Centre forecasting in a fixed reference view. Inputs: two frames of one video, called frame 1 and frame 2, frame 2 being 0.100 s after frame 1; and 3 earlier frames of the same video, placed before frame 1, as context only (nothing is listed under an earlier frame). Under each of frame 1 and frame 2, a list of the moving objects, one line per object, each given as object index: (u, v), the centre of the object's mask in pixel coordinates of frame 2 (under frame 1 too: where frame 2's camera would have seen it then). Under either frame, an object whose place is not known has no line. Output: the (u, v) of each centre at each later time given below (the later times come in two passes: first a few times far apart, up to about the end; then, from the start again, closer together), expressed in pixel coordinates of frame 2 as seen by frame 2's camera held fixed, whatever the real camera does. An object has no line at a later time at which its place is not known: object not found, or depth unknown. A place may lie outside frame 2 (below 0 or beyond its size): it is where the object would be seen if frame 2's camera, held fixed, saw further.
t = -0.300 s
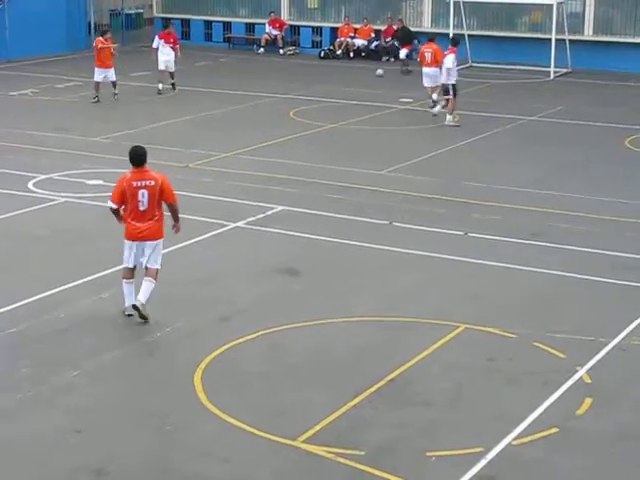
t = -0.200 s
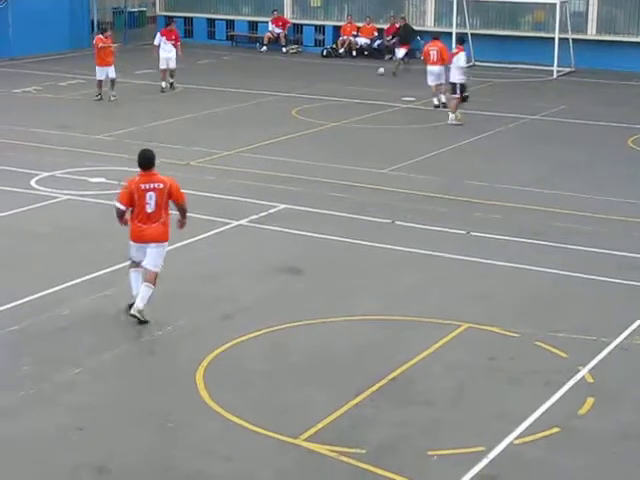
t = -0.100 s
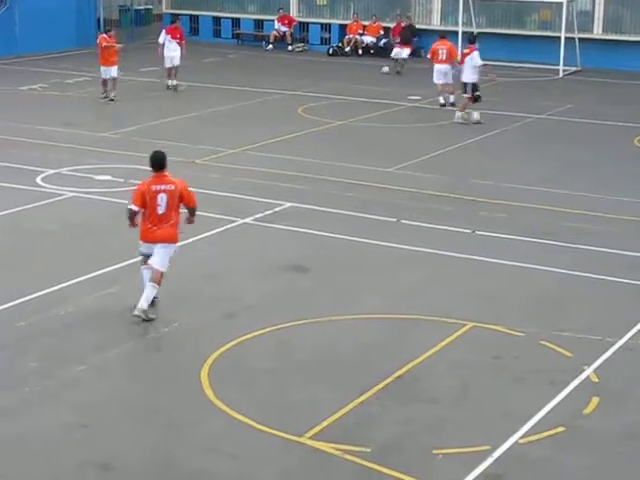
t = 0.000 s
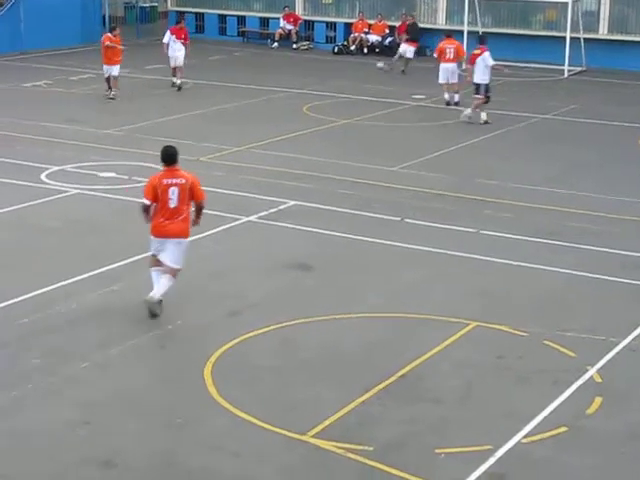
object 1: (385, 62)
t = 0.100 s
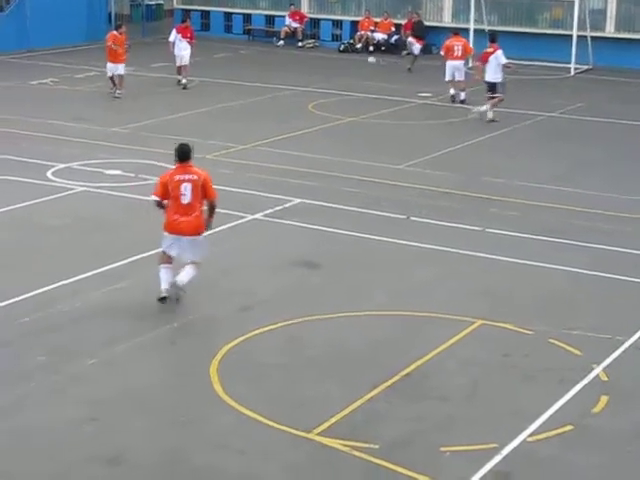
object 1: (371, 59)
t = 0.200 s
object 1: (358, 60)
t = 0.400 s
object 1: (330, 74)
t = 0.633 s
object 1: (304, 122)
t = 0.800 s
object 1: (289, 186)
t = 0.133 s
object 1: (366, 59)
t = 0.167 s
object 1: (362, 59)
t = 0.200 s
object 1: (358, 60)
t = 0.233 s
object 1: (352, 60)
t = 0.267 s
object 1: (347, 62)
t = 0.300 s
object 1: (343, 64)
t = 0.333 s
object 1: (338, 66)
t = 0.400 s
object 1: (330, 74)
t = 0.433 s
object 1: (327, 78)
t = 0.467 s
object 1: (322, 83)
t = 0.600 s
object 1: (307, 112)
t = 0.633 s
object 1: (304, 122)
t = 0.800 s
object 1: (289, 186)
